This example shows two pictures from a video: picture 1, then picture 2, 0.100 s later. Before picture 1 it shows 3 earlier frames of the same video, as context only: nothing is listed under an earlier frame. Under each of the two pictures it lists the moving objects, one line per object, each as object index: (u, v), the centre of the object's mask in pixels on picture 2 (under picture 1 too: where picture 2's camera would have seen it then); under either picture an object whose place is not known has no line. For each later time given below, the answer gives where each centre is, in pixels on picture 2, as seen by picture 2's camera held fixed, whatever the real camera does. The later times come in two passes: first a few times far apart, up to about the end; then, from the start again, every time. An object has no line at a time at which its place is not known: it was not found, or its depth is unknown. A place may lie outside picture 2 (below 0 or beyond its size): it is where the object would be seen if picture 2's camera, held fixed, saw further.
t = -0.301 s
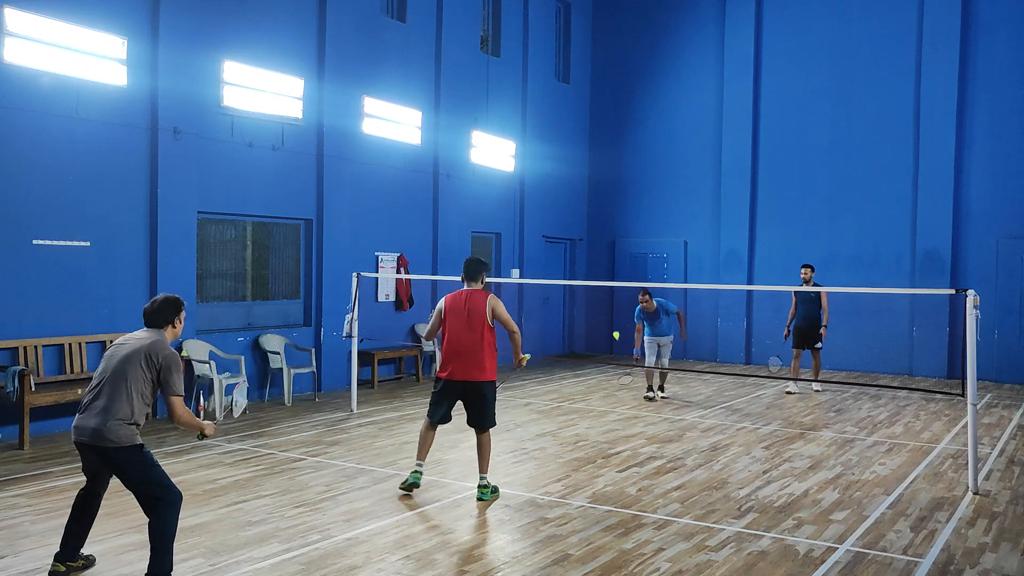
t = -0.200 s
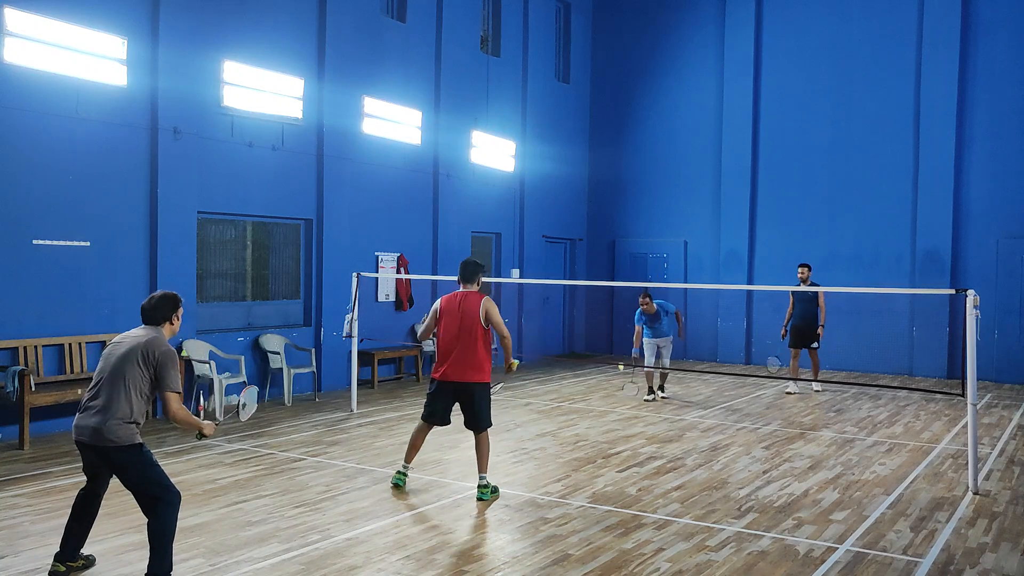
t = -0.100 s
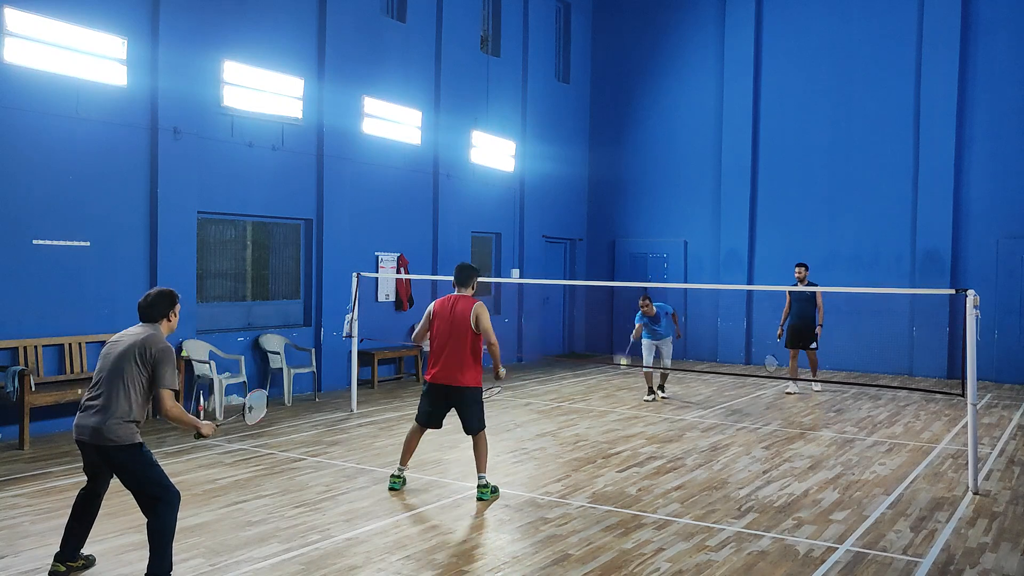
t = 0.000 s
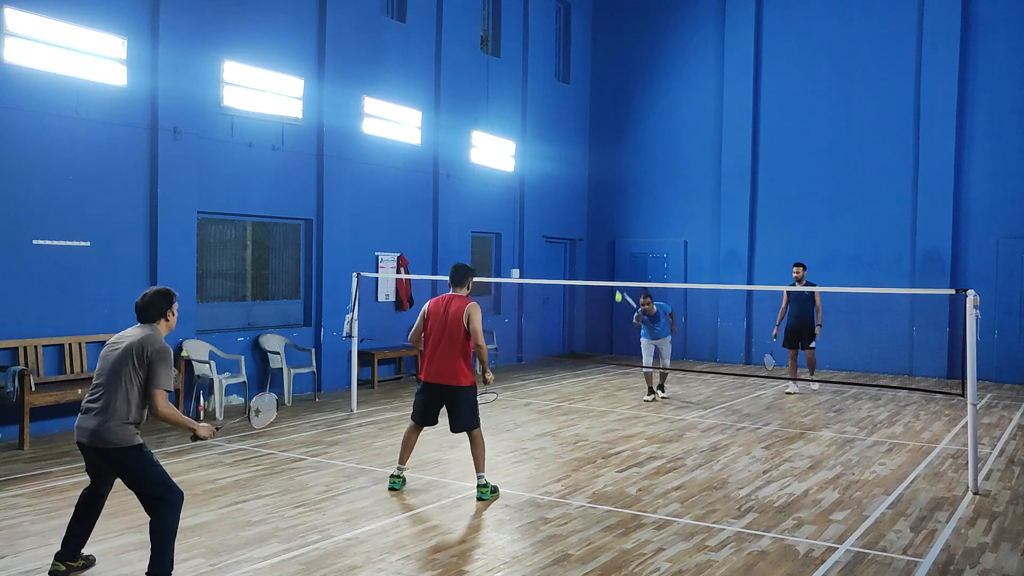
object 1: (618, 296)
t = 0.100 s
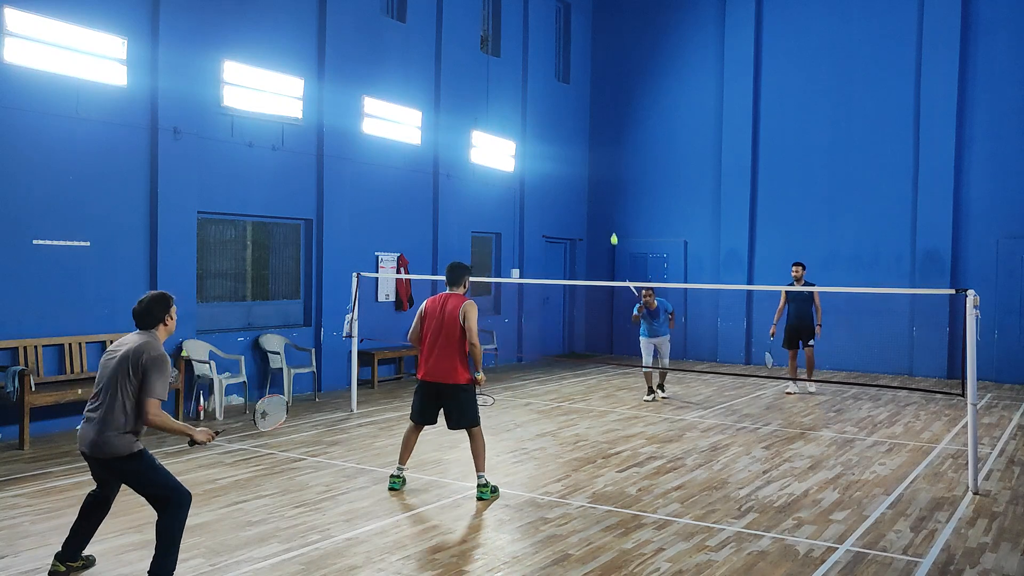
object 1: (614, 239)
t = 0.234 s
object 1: (609, 180)
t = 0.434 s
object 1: (601, 129)
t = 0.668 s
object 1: (588, 125)
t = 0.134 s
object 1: (613, 222)
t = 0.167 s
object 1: (612, 207)
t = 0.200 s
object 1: (610, 193)
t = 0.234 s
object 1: (609, 180)
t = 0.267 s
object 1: (606, 167)
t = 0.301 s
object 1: (606, 158)
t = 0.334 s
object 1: (605, 149)
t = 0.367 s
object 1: (604, 141)
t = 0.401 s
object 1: (602, 135)
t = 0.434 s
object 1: (601, 129)
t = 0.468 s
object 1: (599, 125)
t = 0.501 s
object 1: (598, 121)
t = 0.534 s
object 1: (596, 119)
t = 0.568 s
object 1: (594, 119)
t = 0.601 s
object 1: (593, 119)
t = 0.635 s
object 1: (590, 121)
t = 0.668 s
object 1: (588, 125)
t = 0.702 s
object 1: (585, 130)
